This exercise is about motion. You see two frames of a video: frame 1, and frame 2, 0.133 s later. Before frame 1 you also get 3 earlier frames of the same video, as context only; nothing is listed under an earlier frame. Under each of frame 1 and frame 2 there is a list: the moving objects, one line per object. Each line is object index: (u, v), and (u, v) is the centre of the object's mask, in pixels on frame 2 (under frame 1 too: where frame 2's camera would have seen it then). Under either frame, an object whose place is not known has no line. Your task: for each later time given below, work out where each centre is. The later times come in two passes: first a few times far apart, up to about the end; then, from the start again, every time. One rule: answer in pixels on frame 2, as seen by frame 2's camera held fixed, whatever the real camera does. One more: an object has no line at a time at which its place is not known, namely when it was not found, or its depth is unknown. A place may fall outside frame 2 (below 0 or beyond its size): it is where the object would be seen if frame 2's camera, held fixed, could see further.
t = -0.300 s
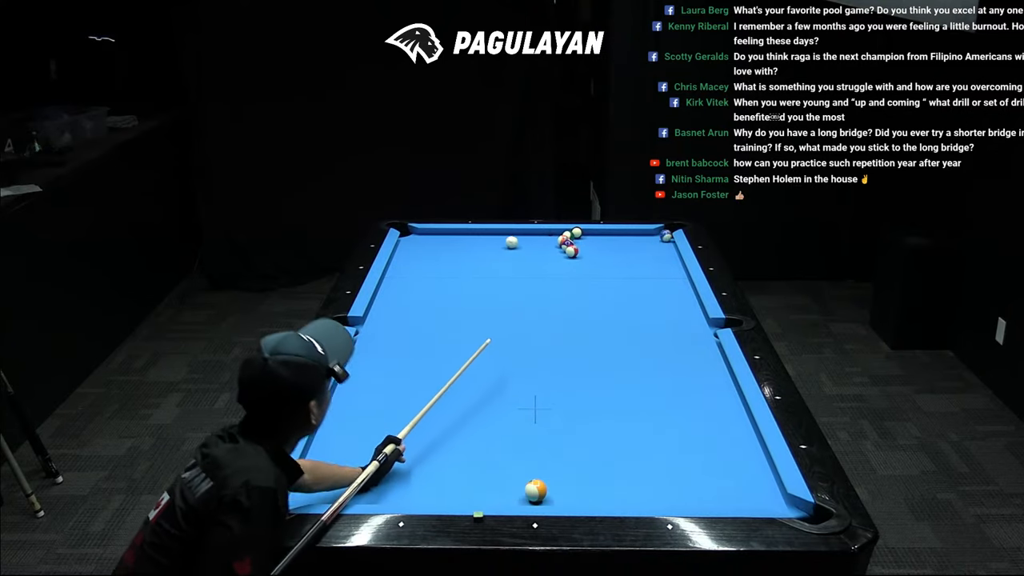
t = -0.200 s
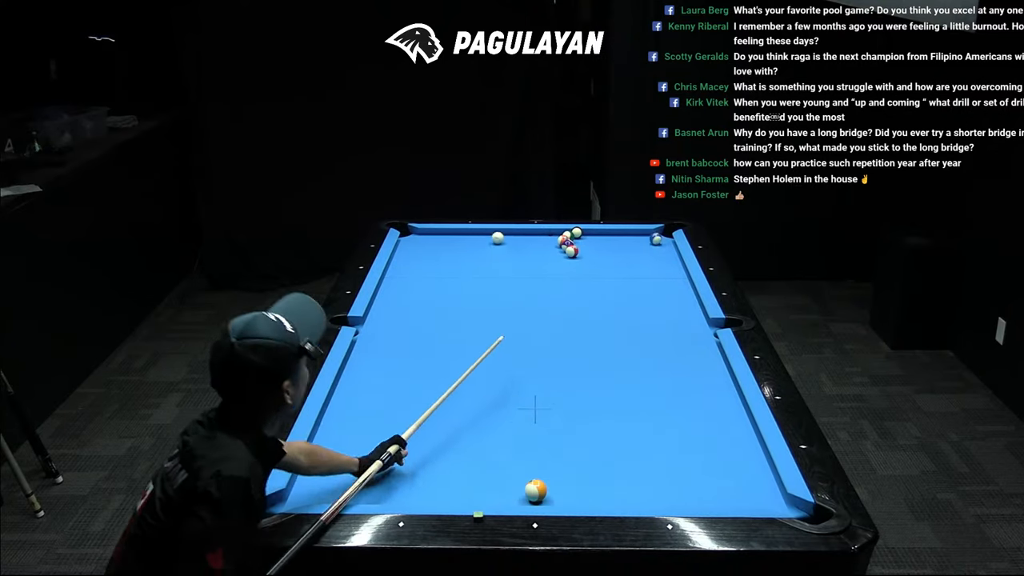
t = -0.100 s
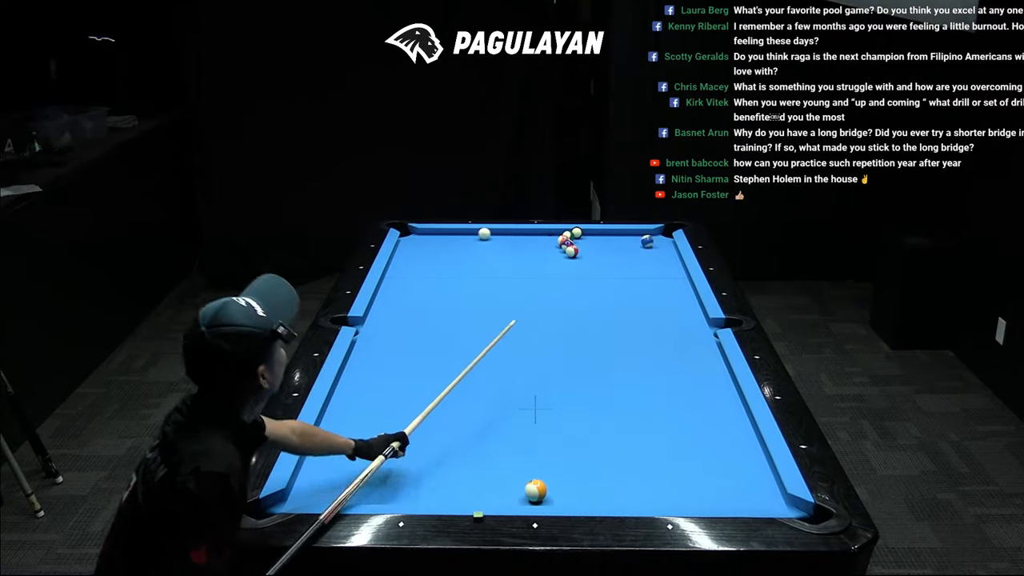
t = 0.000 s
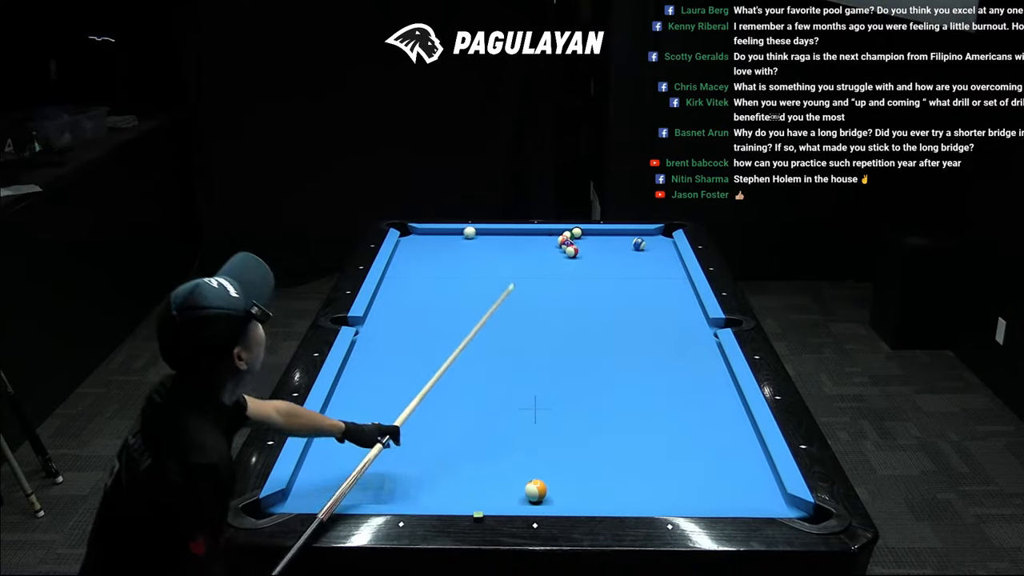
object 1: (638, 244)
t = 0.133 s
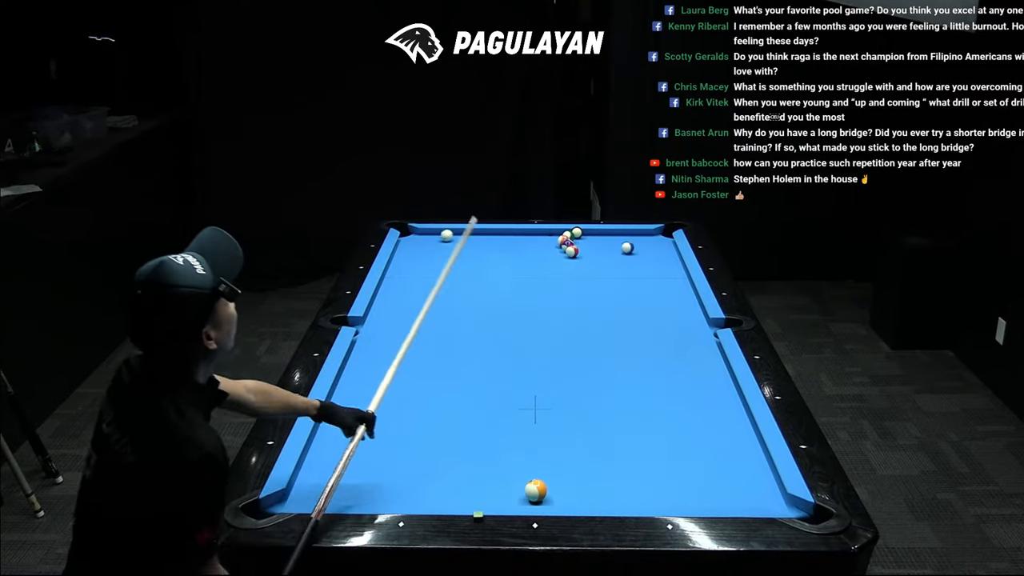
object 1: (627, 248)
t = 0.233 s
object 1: (619, 251)
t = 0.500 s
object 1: (596, 258)
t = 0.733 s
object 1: (577, 264)
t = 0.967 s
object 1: (557, 270)
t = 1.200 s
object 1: (538, 276)
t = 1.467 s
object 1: (515, 283)
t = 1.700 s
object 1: (495, 289)
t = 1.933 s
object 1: (476, 296)
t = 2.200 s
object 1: (454, 303)
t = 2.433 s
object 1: (435, 308)
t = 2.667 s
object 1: (416, 314)
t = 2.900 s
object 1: (398, 320)
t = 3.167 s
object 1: (378, 326)
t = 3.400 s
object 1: (366, 331)
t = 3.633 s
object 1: (371, 332)
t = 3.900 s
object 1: (377, 333)
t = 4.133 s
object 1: (382, 334)
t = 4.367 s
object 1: (385, 335)
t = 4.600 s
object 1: (387, 335)
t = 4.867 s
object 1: (388, 336)
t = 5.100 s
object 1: (389, 336)
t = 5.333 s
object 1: (389, 336)
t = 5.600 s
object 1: (389, 336)
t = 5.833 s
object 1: (389, 336)
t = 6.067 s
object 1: (389, 336)
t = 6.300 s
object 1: (389, 336)
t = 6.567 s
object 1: (389, 336)
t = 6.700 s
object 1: (389, 336)
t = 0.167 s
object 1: (625, 249)
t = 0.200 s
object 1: (621, 250)
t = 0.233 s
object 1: (619, 251)
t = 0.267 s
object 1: (616, 251)
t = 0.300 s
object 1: (613, 252)
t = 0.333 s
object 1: (610, 253)
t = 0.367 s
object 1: (608, 254)
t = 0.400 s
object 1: (605, 255)
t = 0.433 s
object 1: (602, 256)
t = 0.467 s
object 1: (599, 256)
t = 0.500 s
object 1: (596, 258)
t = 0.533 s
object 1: (594, 259)
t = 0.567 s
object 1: (591, 259)
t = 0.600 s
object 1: (588, 260)
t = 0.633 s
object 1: (585, 261)
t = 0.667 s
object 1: (583, 262)
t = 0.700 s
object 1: (580, 263)
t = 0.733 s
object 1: (577, 264)
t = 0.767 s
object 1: (574, 265)
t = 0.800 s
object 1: (571, 266)
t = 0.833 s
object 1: (569, 266)
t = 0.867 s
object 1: (565, 268)
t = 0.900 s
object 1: (563, 268)
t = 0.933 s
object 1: (560, 269)
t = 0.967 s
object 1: (557, 270)
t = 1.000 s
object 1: (554, 271)
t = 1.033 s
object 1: (552, 272)
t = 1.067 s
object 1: (549, 273)
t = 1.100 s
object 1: (546, 273)
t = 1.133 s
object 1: (543, 274)
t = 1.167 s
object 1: (540, 275)
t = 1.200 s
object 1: (538, 276)
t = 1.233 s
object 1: (535, 277)
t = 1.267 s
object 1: (532, 278)
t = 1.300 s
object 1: (529, 279)
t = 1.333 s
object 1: (526, 280)
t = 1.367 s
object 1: (523, 281)
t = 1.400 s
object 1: (521, 281)
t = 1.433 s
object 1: (518, 282)
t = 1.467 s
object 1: (515, 283)
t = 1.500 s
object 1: (512, 284)
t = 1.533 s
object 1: (510, 285)
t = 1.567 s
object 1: (507, 286)
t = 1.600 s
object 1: (504, 286)
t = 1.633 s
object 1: (501, 288)
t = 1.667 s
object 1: (498, 289)
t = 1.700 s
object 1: (495, 289)
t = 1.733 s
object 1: (493, 290)
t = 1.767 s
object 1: (490, 291)
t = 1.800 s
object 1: (487, 292)
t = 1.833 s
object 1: (484, 293)
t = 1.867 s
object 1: (482, 294)
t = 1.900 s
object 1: (479, 295)
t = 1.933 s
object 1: (476, 296)
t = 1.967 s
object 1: (473, 297)
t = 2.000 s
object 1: (470, 298)
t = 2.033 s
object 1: (468, 298)
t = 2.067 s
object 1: (465, 299)
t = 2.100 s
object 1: (462, 300)
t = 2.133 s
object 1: (459, 301)
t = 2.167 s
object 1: (456, 302)
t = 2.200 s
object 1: (454, 303)
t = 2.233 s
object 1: (451, 303)
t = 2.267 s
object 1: (448, 304)
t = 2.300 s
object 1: (445, 305)
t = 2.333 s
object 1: (442, 306)
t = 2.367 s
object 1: (440, 307)
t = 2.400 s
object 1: (438, 308)
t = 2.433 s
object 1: (435, 308)
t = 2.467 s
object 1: (432, 309)
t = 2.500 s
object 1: (429, 310)
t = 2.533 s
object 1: (427, 311)
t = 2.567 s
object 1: (424, 312)
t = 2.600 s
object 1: (421, 313)
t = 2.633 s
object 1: (419, 314)
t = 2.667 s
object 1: (416, 314)
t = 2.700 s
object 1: (413, 315)
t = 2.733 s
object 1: (410, 316)
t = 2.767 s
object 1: (408, 317)
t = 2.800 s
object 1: (406, 318)
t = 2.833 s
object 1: (403, 318)
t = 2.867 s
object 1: (401, 319)
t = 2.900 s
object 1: (398, 320)
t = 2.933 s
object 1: (395, 321)
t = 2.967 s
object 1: (393, 322)
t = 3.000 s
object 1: (390, 323)
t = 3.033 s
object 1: (388, 324)
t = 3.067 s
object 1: (385, 324)
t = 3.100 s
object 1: (383, 325)
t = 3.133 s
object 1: (380, 325)
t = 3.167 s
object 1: (378, 326)
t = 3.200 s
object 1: (375, 327)
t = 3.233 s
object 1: (372, 328)
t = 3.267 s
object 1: (370, 329)
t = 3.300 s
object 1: (367, 329)
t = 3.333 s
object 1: (366, 330)
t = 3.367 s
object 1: (364, 330)
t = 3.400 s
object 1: (366, 331)
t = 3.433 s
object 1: (366, 331)
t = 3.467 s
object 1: (368, 331)
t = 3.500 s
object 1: (368, 331)
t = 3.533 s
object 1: (369, 332)
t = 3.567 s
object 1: (370, 332)
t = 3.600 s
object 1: (371, 332)
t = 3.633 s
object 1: (371, 332)
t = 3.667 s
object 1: (372, 332)
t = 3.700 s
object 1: (373, 333)
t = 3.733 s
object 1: (374, 333)
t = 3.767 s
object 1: (375, 333)
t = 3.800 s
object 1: (375, 333)
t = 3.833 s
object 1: (376, 333)
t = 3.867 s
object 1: (377, 333)
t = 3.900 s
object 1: (377, 333)
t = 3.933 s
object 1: (378, 333)
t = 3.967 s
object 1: (379, 334)
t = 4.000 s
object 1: (379, 333)
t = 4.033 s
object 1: (380, 334)
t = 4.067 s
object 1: (380, 334)
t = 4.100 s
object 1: (381, 334)
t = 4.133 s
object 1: (382, 334)
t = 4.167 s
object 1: (382, 334)
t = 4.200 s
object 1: (383, 334)
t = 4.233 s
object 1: (383, 334)
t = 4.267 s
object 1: (383, 334)
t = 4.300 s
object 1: (384, 335)
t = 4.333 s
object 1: (384, 335)
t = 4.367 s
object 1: (385, 335)
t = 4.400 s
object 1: (385, 335)
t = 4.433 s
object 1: (385, 335)
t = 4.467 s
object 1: (386, 335)
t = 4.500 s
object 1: (386, 335)
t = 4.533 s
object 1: (386, 335)
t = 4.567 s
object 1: (386, 335)
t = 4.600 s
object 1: (387, 335)
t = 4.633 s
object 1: (387, 335)
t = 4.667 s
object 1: (387, 336)
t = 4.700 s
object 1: (388, 336)
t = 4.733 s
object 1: (388, 336)
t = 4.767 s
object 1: (388, 336)
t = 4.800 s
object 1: (388, 336)
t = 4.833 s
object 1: (388, 336)
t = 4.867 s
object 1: (388, 336)
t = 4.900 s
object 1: (389, 336)
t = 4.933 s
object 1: (389, 336)
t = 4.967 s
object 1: (389, 336)
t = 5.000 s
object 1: (389, 336)
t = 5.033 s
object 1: (389, 336)
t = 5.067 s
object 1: (389, 336)
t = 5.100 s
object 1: (389, 336)
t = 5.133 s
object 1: (389, 336)
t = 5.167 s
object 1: (390, 336)
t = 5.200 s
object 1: (390, 336)
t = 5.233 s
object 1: (390, 336)
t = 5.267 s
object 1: (390, 336)
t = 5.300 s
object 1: (389, 336)
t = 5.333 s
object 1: (389, 336)
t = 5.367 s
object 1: (389, 336)
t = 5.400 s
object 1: (389, 336)
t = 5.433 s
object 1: (389, 336)
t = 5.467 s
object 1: (389, 336)
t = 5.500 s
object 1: (389, 336)
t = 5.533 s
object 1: (389, 336)
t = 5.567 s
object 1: (389, 336)
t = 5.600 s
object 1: (389, 336)
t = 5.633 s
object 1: (389, 336)
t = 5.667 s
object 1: (389, 336)
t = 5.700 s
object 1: (389, 336)
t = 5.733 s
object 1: (389, 336)
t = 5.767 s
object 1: (389, 336)
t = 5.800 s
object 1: (389, 336)
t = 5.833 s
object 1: (389, 336)
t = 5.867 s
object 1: (389, 336)
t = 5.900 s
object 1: (389, 336)
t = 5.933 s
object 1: (389, 336)
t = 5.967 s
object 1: (389, 336)
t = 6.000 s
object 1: (389, 336)
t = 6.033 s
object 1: (389, 336)
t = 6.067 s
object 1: (389, 336)
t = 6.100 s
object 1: (389, 336)
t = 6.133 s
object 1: (389, 336)
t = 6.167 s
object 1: (389, 336)
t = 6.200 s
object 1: (389, 336)
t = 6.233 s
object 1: (389, 336)
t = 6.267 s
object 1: (389, 336)
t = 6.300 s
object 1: (389, 336)
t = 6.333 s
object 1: (389, 336)
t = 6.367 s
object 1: (389, 336)
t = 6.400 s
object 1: (389, 336)
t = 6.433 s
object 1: (389, 336)
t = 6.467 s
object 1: (389, 336)
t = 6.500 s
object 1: (389, 336)
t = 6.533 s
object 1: (389, 336)
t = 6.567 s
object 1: (389, 336)
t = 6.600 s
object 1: (389, 336)
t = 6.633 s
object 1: (389, 336)
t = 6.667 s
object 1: (389, 336)
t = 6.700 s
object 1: (389, 336)
